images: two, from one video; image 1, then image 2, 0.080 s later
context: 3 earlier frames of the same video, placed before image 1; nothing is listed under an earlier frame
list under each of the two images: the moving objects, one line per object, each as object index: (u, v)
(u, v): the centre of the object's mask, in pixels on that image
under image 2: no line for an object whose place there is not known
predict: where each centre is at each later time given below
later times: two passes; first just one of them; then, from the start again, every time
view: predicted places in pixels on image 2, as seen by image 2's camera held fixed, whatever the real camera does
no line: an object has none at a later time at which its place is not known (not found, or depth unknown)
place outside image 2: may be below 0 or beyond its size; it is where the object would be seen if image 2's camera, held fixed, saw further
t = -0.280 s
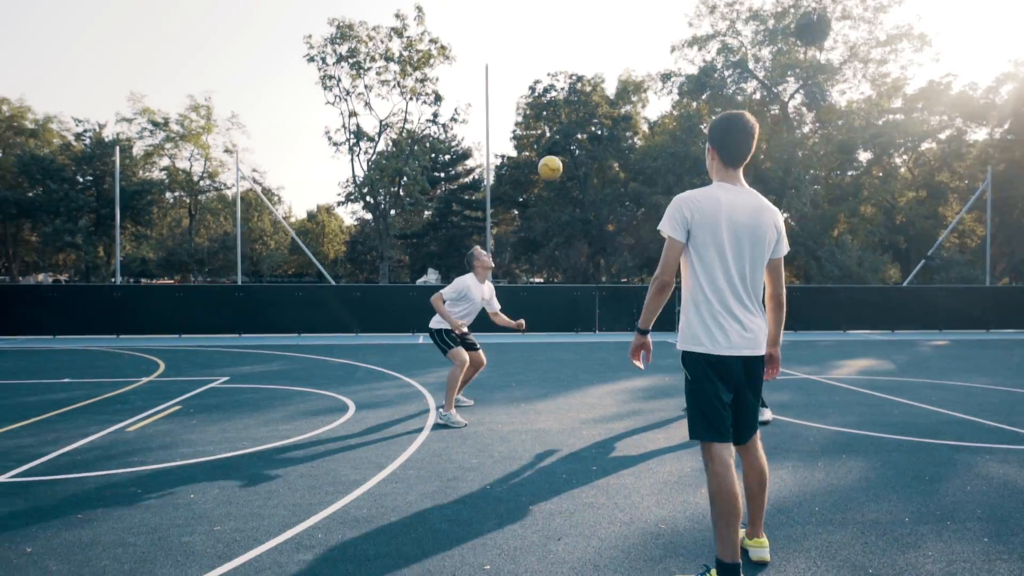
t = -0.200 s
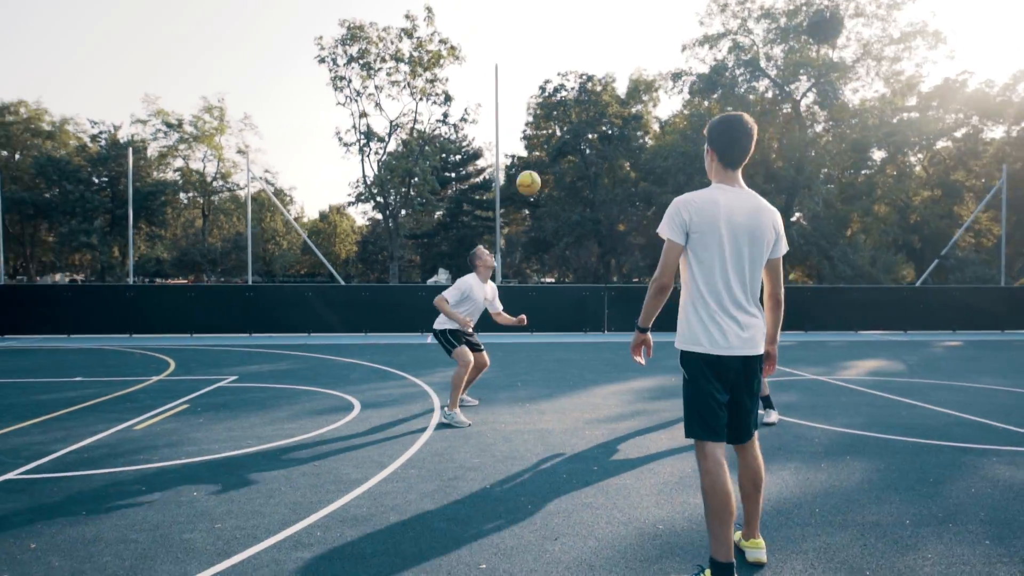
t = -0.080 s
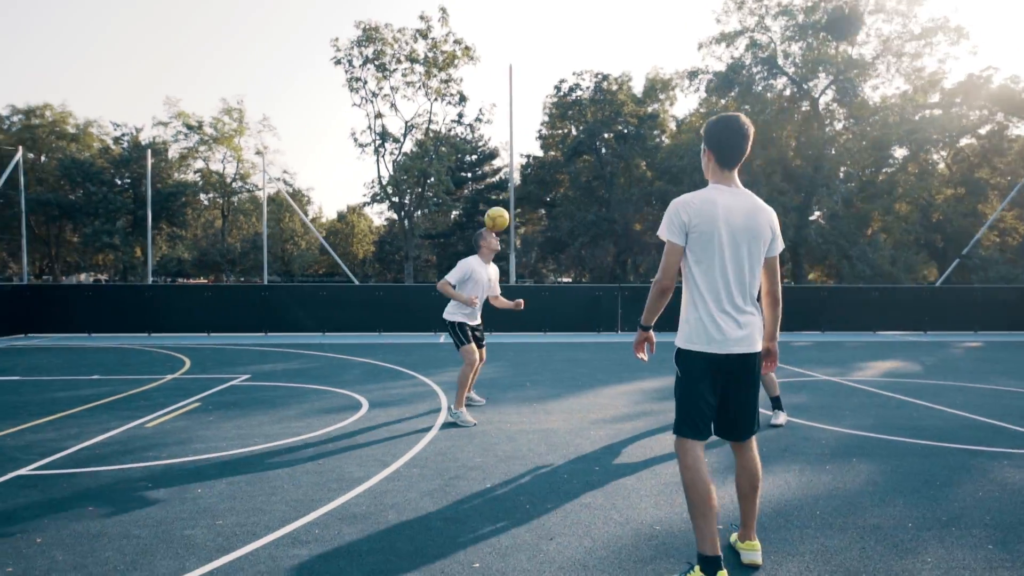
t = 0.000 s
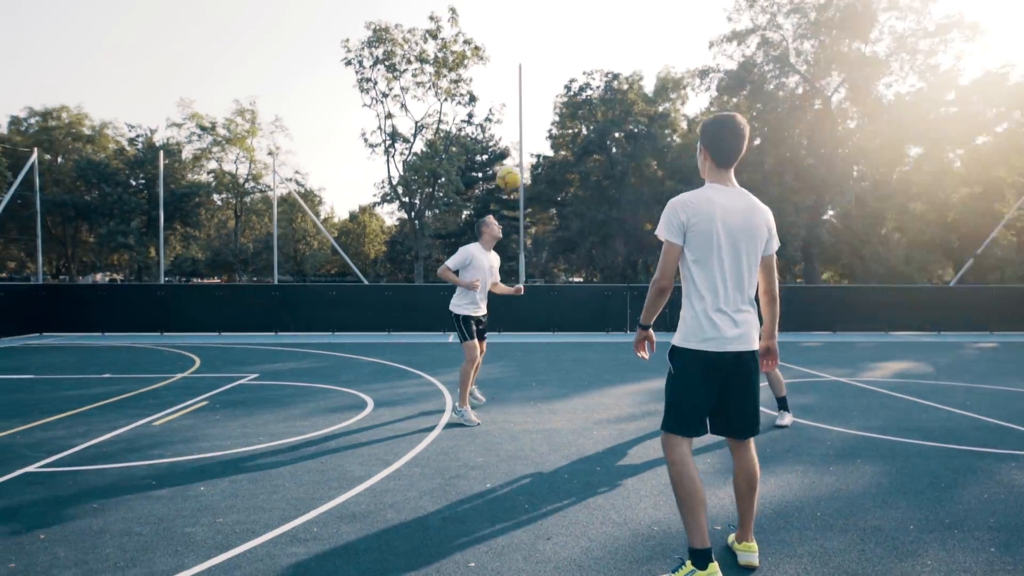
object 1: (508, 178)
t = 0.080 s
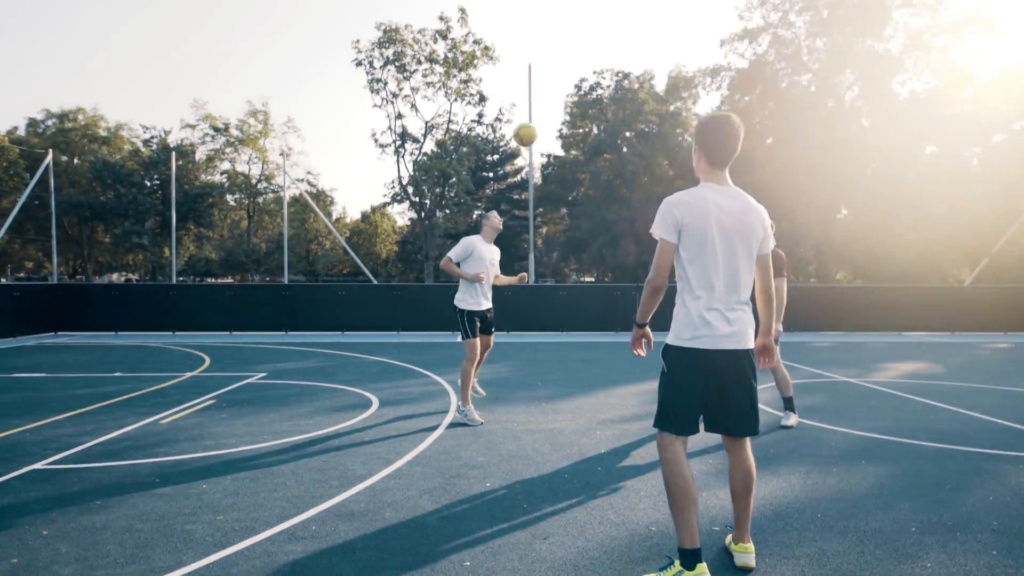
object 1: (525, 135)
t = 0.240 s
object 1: (539, 68)
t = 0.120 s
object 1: (528, 115)
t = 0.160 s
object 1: (531, 98)
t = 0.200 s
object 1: (535, 82)
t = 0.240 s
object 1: (539, 68)
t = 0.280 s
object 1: (543, 55)
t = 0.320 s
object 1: (547, 44)
